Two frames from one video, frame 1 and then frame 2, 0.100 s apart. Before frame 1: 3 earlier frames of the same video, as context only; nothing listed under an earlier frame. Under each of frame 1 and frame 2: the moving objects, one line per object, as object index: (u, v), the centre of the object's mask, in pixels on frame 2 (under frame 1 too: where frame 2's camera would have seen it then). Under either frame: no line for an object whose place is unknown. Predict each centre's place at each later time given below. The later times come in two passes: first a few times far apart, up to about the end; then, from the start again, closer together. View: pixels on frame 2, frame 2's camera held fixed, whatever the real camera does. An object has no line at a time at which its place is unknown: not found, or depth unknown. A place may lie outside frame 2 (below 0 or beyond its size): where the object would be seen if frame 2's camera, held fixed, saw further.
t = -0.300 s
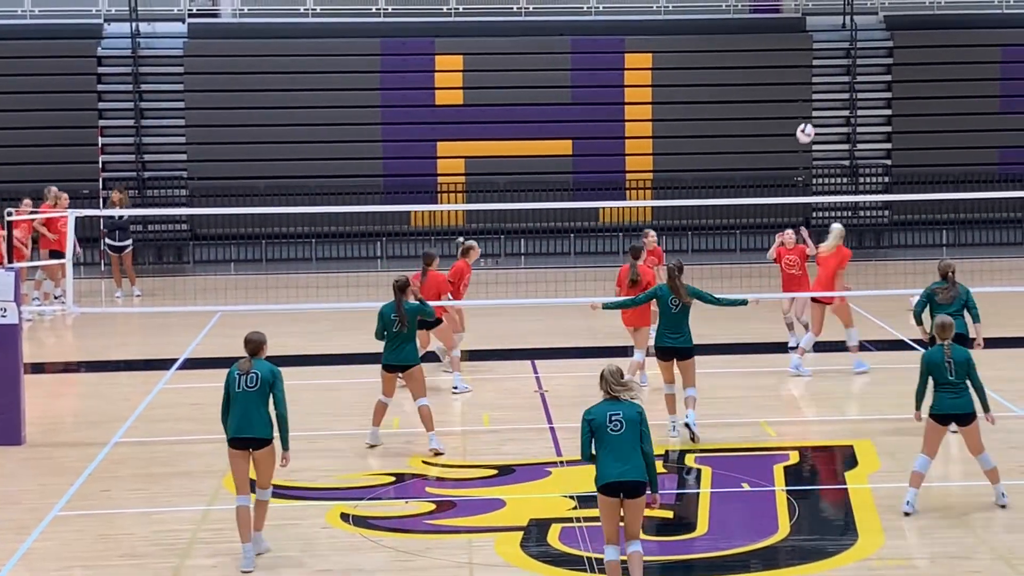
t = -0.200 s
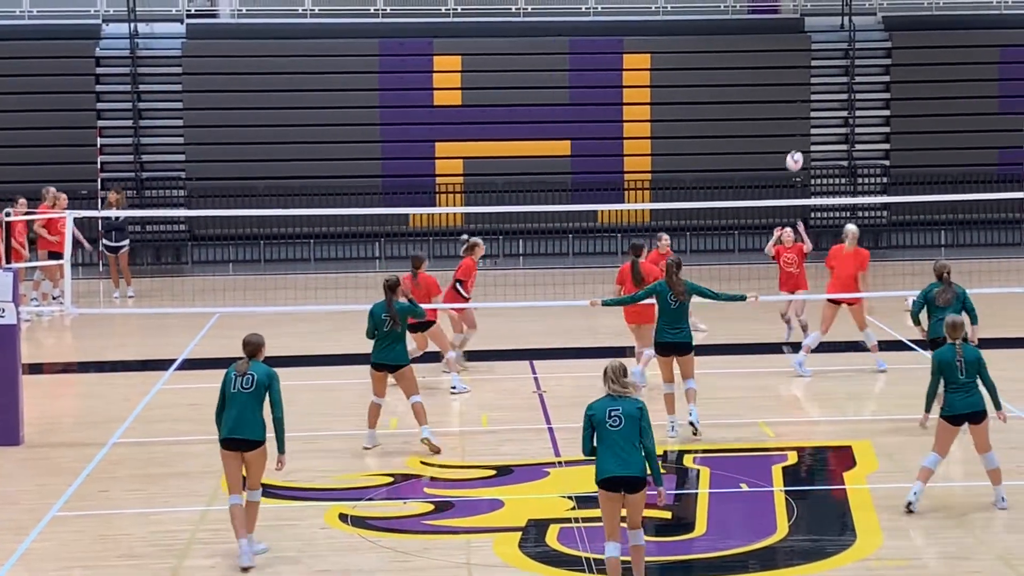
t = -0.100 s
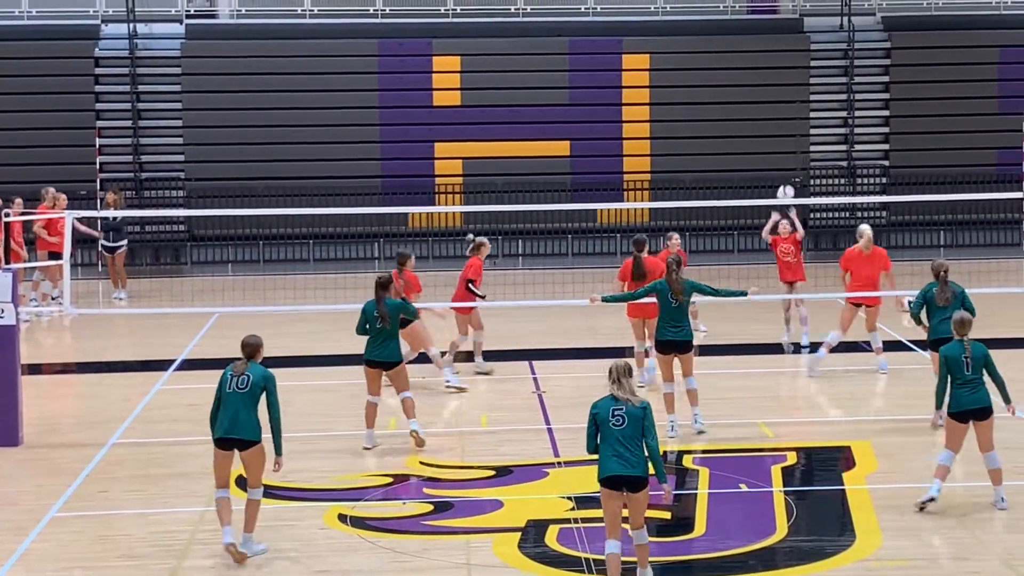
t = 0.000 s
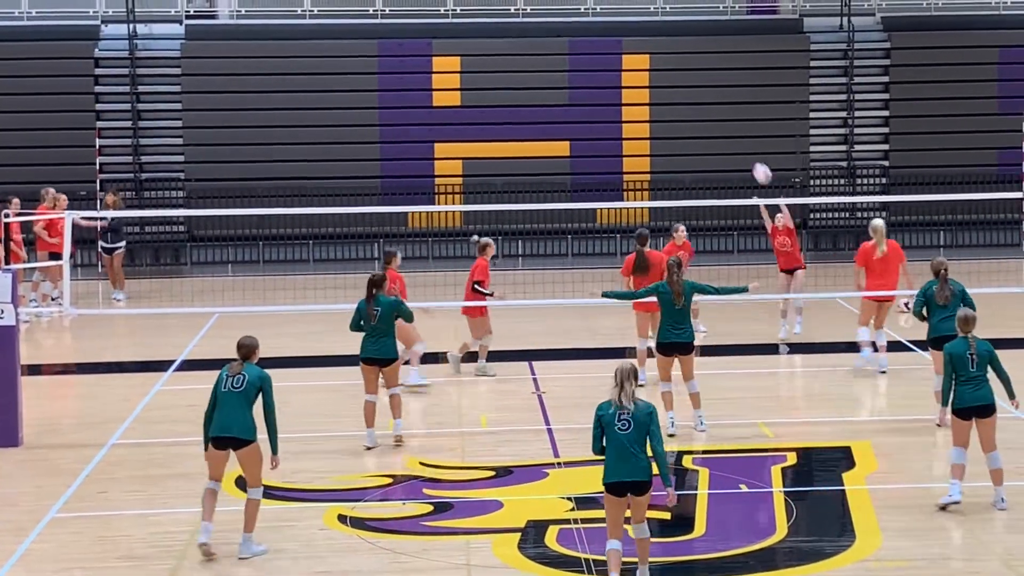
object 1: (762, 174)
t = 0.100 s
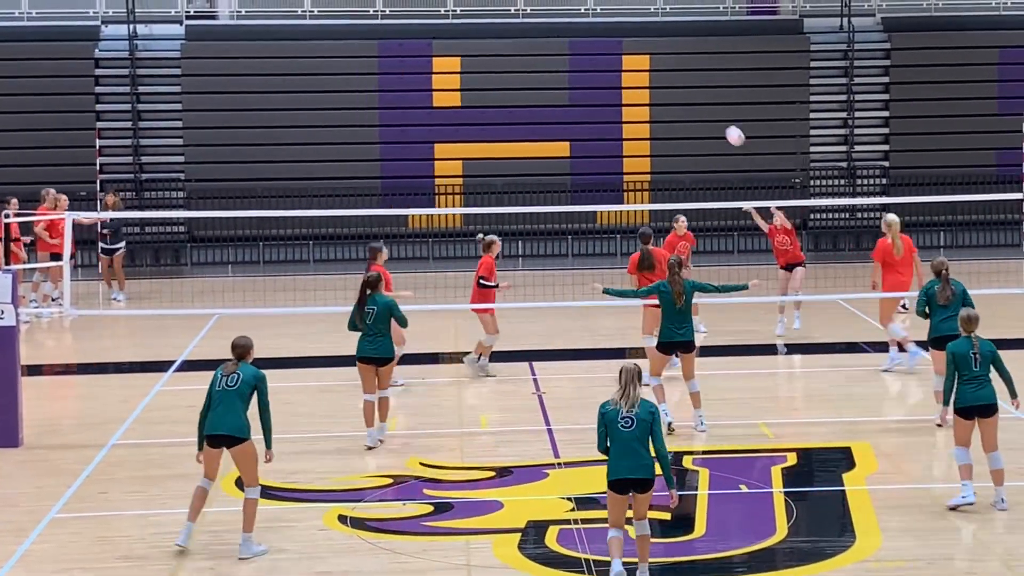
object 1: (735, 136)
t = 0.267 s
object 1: (689, 89)
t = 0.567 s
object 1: (608, 60)
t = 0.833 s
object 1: (536, 95)
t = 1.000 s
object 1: (493, 145)
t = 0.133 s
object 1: (726, 124)
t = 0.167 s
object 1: (717, 114)
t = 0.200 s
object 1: (708, 105)
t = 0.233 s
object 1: (699, 97)
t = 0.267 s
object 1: (689, 89)
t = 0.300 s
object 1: (681, 83)
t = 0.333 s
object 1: (671, 76)
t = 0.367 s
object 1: (662, 72)
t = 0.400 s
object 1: (654, 68)
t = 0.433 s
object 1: (645, 64)
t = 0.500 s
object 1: (626, 60)
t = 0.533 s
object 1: (617, 60)
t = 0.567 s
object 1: (608, 60)
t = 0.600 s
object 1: (599, 61)
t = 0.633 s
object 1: (590, 63)
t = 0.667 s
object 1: (581, 67)
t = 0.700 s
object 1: (572, 70)
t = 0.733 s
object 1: (563, 75)
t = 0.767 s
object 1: (555, 81)
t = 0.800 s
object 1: (545, 88)
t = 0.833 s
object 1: (536, 95)
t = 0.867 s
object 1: (528, 104)
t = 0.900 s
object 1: (519, 113)
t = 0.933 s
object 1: (510, 124)
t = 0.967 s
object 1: (502, 134)
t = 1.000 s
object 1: (493, 145)
